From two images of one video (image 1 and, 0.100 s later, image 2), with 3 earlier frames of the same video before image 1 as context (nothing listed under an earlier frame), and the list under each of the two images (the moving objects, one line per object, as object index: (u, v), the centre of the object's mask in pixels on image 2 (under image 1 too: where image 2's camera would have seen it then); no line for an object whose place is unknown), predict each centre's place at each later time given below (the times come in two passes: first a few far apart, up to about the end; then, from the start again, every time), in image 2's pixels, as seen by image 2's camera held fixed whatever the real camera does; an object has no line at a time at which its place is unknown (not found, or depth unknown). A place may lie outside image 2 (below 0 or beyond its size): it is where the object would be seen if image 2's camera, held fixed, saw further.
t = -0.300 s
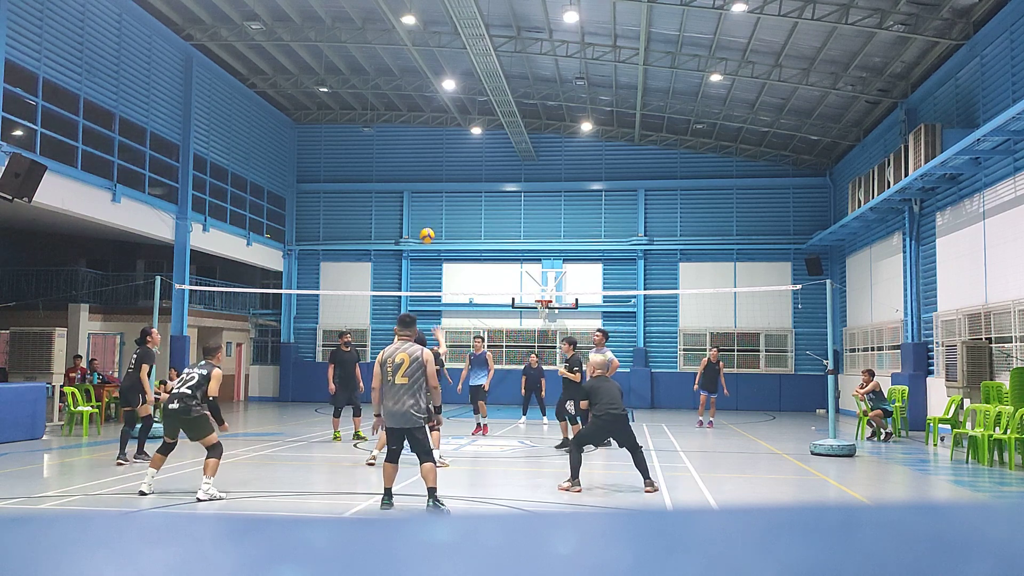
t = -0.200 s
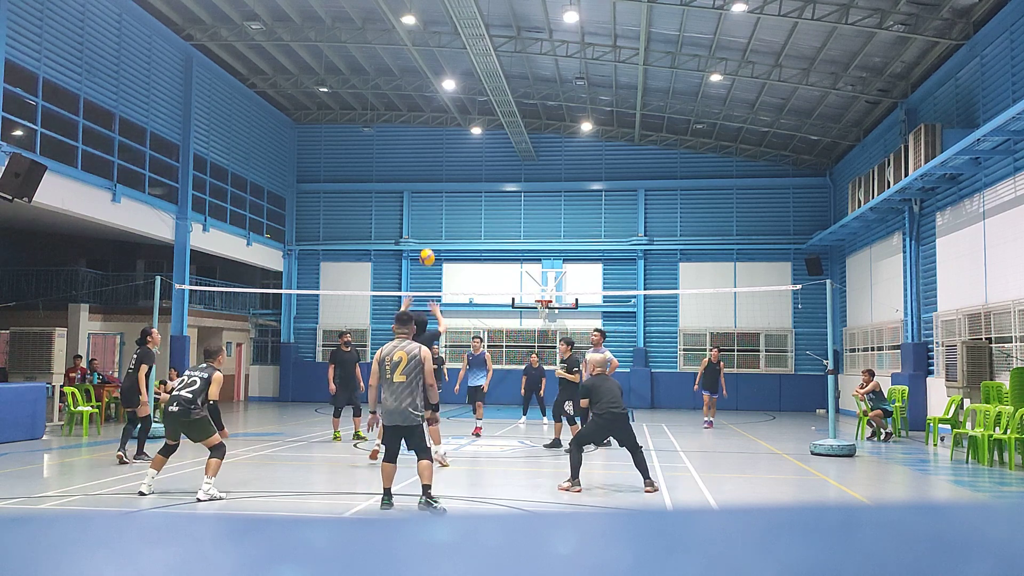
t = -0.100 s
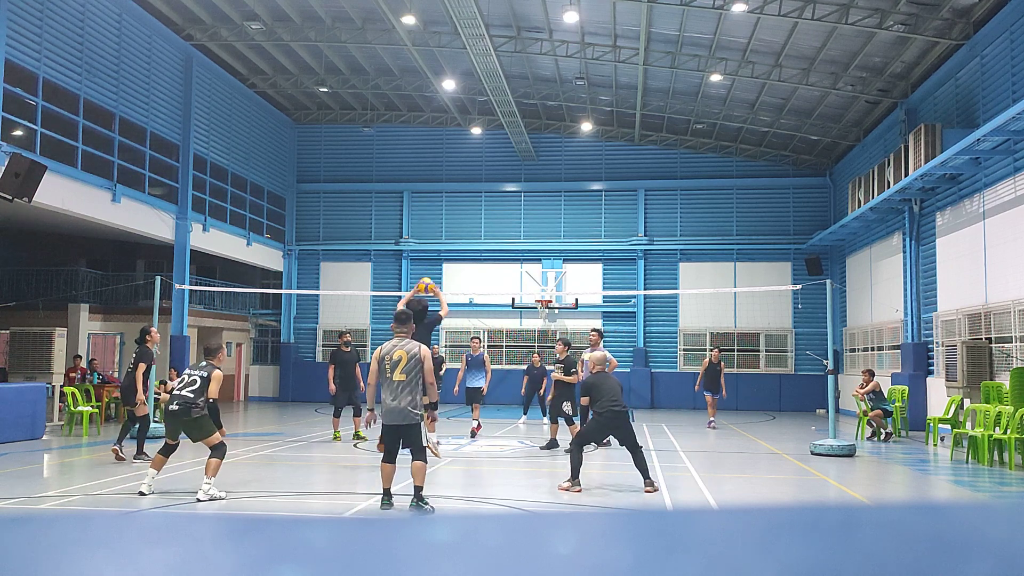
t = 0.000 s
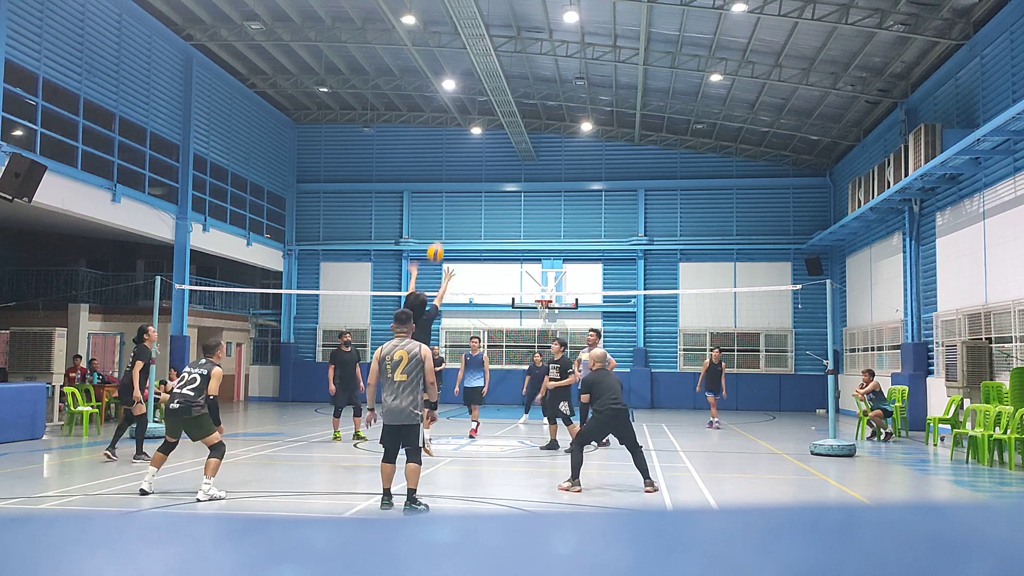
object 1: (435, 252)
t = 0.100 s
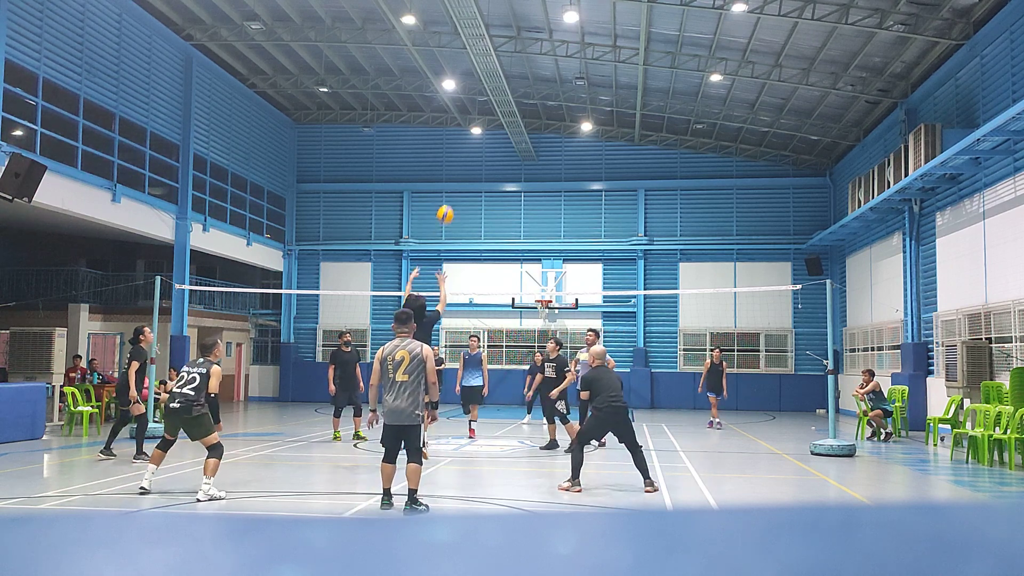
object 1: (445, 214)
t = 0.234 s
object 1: (458, 179)
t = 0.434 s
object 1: (475, 153)
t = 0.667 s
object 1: (493, 160)
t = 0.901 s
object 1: (509, 203)
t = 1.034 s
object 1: (516, 242)
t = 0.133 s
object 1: (448, 204)
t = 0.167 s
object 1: (452, 195)
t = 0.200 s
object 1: (455, 186)
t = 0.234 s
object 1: (458, 179)
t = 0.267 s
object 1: (461, 173)
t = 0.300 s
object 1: (464, 167)
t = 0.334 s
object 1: (467, 162)
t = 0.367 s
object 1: (469, 158)
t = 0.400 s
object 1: (472, 155)
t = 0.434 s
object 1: (475, 153)
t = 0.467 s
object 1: (478, 152)
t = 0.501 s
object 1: (480, 151)
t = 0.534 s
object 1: (483, 152)
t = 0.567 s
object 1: (486, 153)
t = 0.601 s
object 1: (489, 154)
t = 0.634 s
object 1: (491, 157)
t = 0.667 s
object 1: (493, 160)
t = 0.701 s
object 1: (496, 164)
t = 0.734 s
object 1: (498, 169)
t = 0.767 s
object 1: (500, 174)
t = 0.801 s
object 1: (502, 180)
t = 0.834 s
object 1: (504, 187)
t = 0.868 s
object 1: (507, 195)
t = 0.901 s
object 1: (509, 203)
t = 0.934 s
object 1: (510, 212)
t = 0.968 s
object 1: (513, 222)
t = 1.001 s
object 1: (515, 231)
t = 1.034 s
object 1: (516, 242)
